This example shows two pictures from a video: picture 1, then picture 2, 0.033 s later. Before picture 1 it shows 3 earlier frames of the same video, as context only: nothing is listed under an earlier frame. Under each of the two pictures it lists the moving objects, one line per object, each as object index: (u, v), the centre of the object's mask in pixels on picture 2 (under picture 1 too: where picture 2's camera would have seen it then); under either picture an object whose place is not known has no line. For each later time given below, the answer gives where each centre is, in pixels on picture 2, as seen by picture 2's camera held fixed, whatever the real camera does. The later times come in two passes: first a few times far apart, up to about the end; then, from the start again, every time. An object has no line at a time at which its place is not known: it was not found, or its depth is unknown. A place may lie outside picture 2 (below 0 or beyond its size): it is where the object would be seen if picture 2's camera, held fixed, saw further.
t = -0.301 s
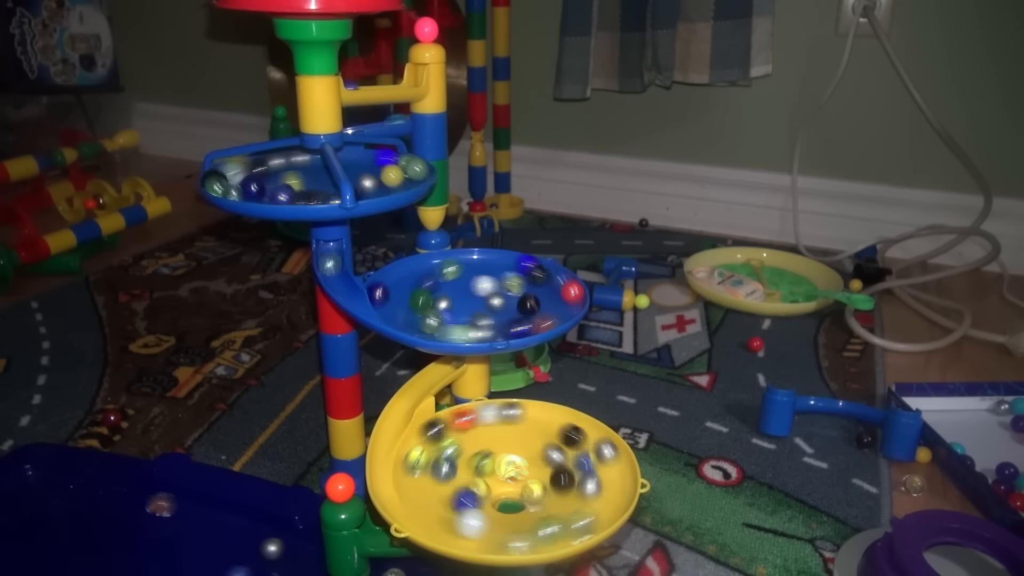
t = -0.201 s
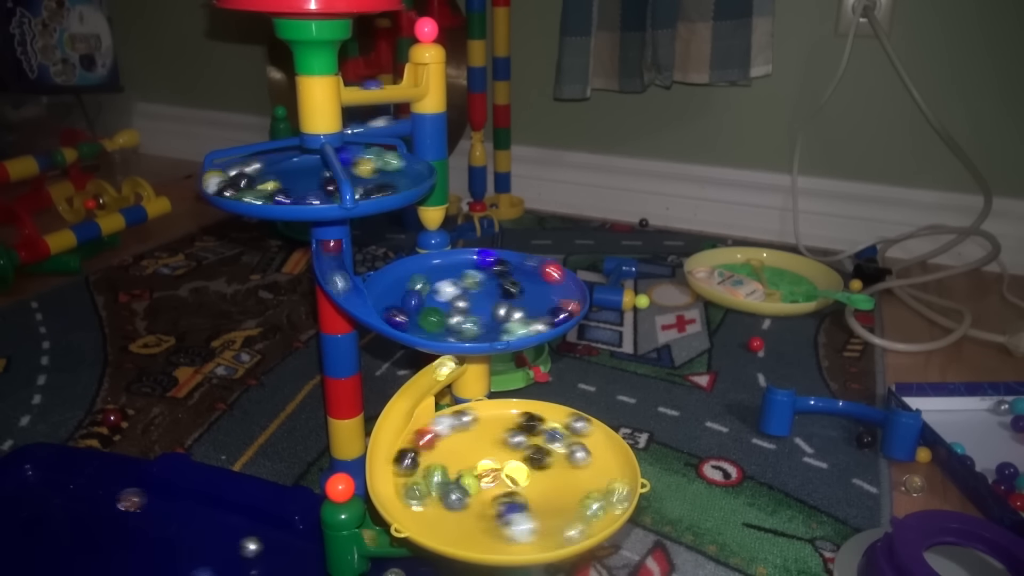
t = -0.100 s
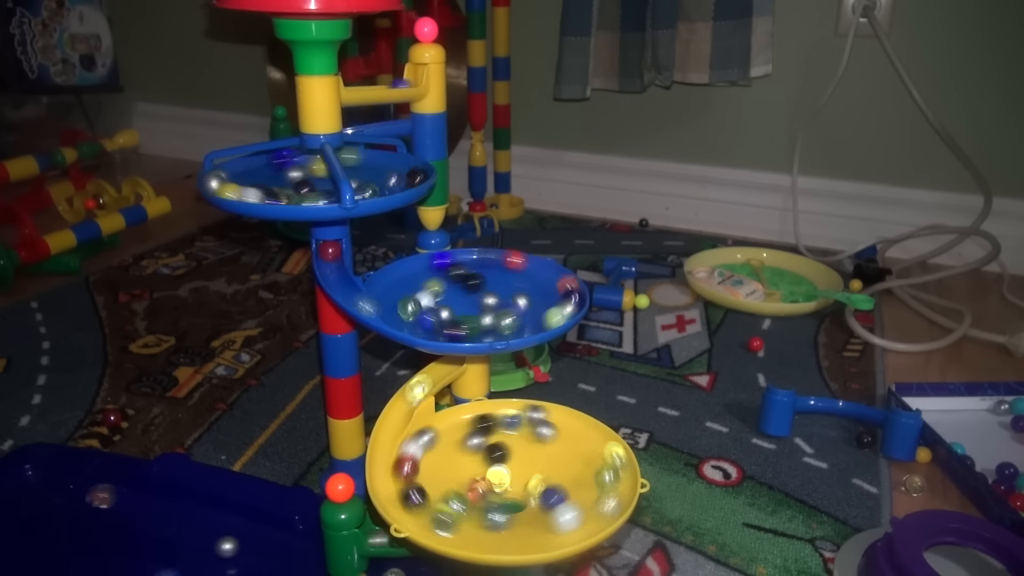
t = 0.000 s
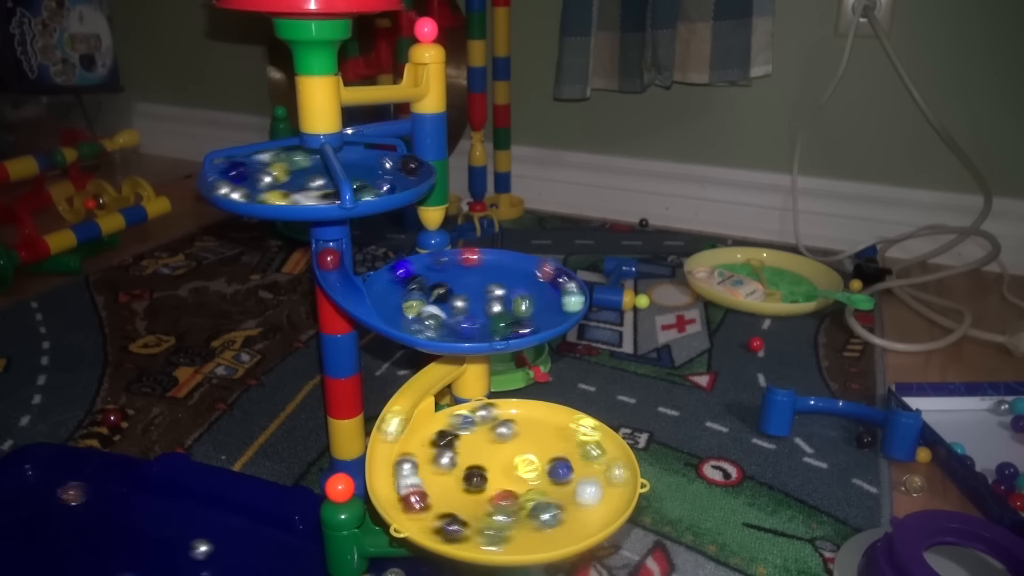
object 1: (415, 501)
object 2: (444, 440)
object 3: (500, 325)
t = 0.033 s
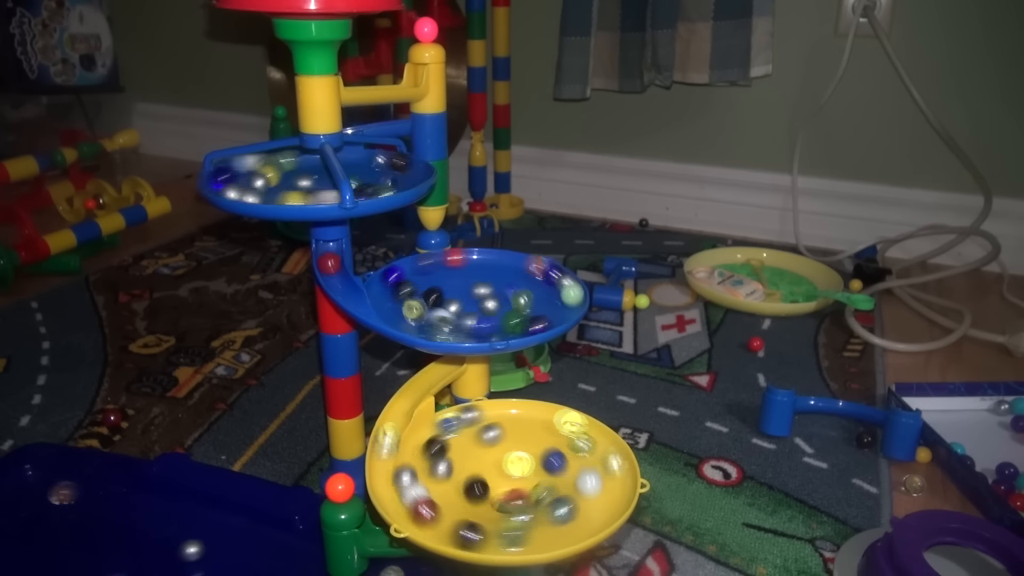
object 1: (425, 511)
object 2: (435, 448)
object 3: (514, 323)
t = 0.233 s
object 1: (530, 541)
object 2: (440, 506)
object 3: (524, 288)
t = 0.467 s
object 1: (619, 494)
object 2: (549, 539)
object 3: (439, 286)
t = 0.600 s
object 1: (607, 450)
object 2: (591, 517)
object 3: (429, 306)
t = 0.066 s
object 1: (438, 520)
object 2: (428, 458)
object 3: (522, 319)
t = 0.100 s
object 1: (453, 529)
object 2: (424, 468)
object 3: (529, 314)
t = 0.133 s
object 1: (470, 535)
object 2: (423, 478)
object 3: (533, 307)
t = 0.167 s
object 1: (490, 540)
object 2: (425, 488)
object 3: (534, 301)
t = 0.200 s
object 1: (510, 541)
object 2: (431, 498)
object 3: (531, 294)
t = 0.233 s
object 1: (530, 541)
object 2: (440, 506)
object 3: (524, 288)
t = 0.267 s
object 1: (549, 538)
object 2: (451, 515)
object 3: (515, 286)
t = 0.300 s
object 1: (566, 534)
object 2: (465, 522)
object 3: (505, 282)
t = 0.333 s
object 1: (581, 527)
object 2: (481, 531)
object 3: (493, 281)
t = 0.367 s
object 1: (595, 521)
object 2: (498, 538)
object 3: (478, 279)
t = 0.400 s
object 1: (604, 514)
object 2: (514, 540)
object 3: (465, 280)
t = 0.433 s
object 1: (613, 504)
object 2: (533, 540)
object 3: (451, 283)
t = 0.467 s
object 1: (619, 494)
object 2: (549, 539)
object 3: (439, 286)
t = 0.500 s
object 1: (620, 483)
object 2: (563, 537)
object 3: (429, 290)
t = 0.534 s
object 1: (619, 472)
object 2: (574, 531)
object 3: (422, 295)
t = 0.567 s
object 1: (613, 461)
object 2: (584, 525)
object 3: (425, 301)
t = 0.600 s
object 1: (607, 450)
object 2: (591, 517)
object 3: (429, 306)
